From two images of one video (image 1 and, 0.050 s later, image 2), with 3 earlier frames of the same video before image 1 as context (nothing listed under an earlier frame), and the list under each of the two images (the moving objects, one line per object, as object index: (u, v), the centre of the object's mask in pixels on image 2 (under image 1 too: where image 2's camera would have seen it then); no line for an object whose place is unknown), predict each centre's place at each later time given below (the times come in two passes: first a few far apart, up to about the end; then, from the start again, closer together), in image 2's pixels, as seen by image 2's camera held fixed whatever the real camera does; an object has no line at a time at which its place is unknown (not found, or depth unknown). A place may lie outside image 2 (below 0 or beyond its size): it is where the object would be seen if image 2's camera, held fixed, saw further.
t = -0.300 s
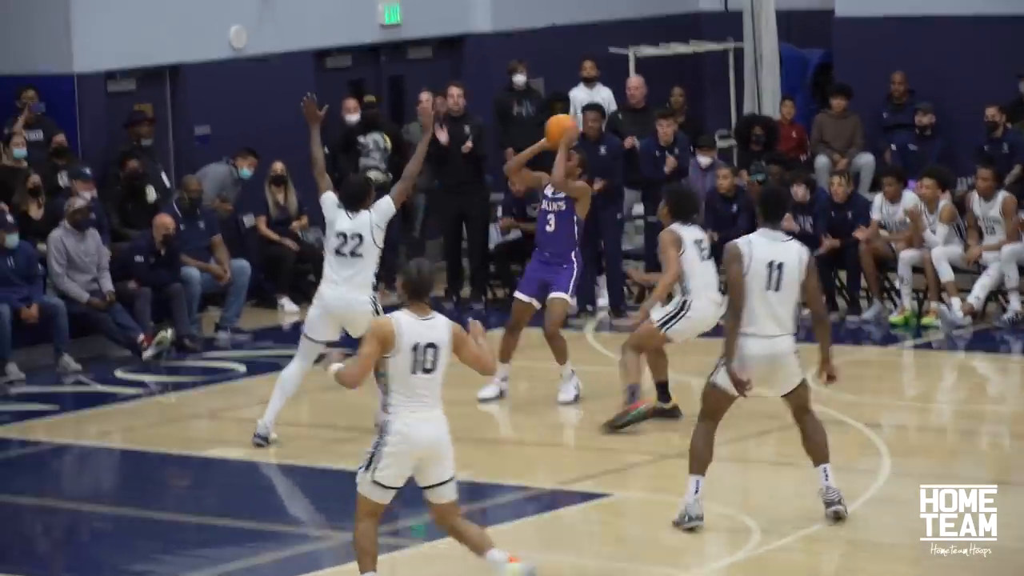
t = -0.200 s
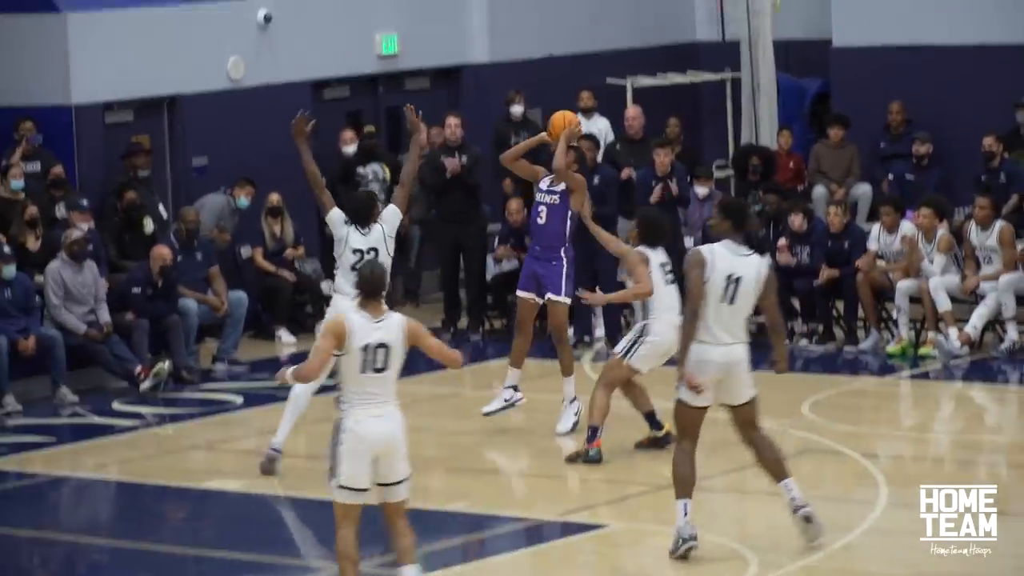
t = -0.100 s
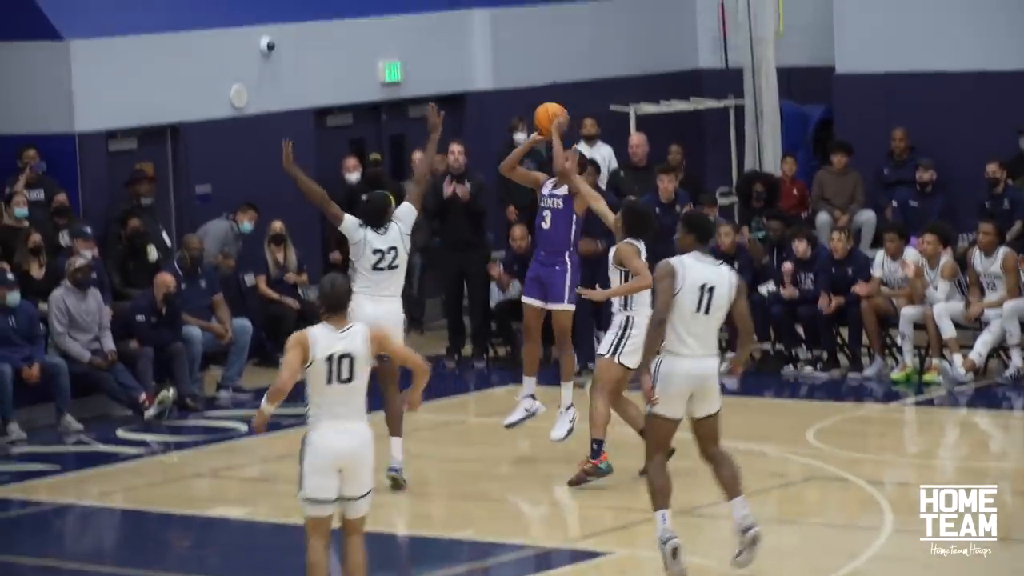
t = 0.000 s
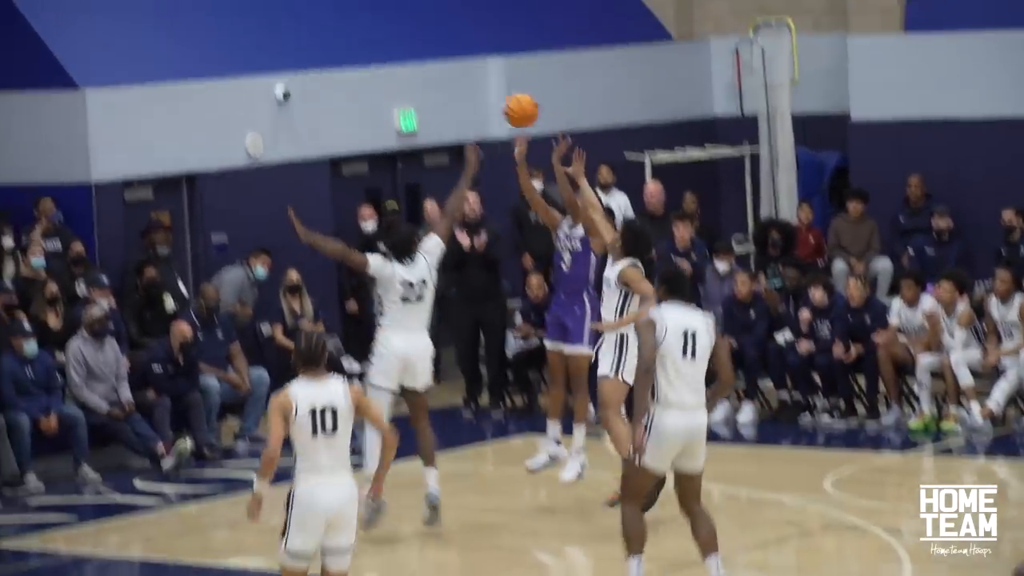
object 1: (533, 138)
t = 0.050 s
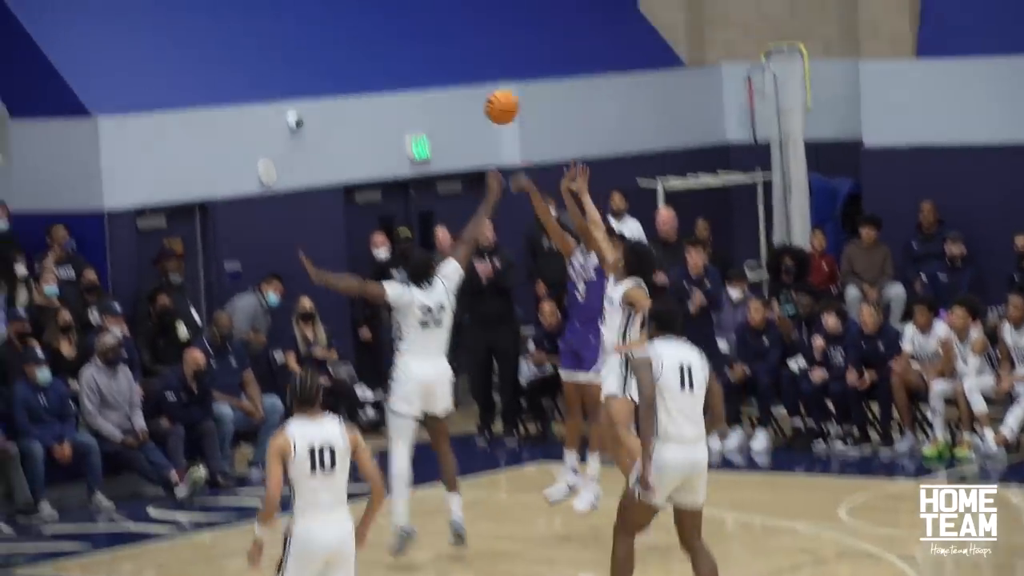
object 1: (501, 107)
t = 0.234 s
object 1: (379, 22)
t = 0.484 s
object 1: (212, -17)
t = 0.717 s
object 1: (54, 28)
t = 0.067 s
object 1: (490, 97)
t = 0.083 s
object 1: (479, 87)
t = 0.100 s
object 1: (468, 78)
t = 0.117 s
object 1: (456, 69)
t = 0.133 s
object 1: (445, 62)
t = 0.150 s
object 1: (433, 54)
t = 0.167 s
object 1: (422, 46)
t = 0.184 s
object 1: (411, 40)
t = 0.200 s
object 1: (401, 33)
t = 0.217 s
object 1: (390, 28)
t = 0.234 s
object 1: (379, 22)
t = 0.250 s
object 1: (369, 16)
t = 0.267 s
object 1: (357, 11)
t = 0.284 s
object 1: (347, 7)
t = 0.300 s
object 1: (335, 3)
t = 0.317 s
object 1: (324, -1)
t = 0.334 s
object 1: (313, -4)
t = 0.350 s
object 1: (302, -7)
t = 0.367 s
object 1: (291, -10)
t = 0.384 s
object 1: (280, -12)
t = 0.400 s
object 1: (268, -14)
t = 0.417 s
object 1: (257, -16)
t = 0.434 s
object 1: (246, -16)
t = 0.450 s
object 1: (235, -17)
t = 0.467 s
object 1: (223, -17)
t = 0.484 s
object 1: (212, -17)
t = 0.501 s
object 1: (201, -17)
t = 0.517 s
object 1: (189, -15)
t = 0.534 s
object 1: (178, -14)
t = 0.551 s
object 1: (167, -12)
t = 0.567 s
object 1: (156, -10)
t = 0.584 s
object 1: (144, -7)
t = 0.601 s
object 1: (131, -4)
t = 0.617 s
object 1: (120, -1)
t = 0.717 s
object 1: (54, 28)
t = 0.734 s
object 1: (45, 33)
